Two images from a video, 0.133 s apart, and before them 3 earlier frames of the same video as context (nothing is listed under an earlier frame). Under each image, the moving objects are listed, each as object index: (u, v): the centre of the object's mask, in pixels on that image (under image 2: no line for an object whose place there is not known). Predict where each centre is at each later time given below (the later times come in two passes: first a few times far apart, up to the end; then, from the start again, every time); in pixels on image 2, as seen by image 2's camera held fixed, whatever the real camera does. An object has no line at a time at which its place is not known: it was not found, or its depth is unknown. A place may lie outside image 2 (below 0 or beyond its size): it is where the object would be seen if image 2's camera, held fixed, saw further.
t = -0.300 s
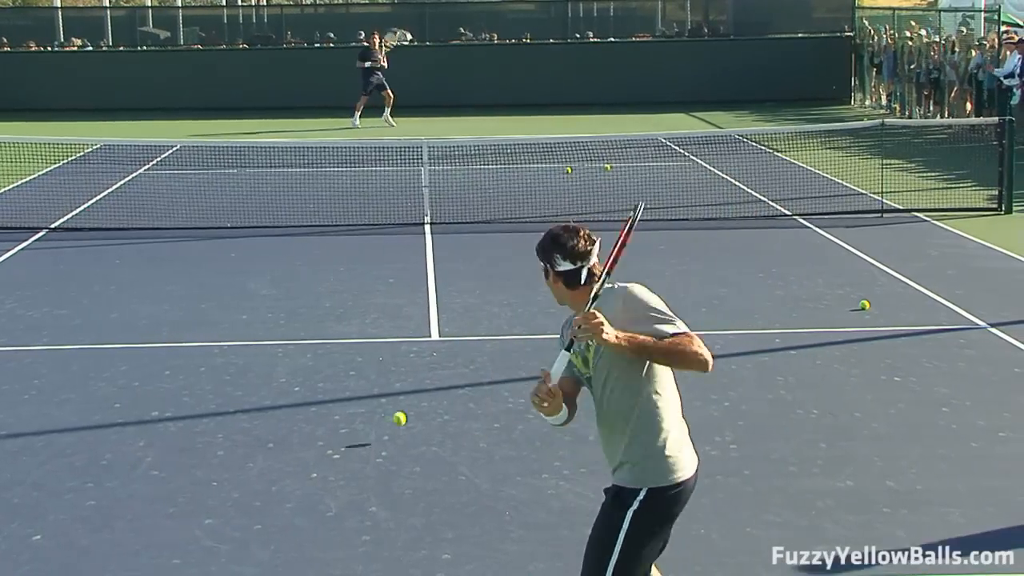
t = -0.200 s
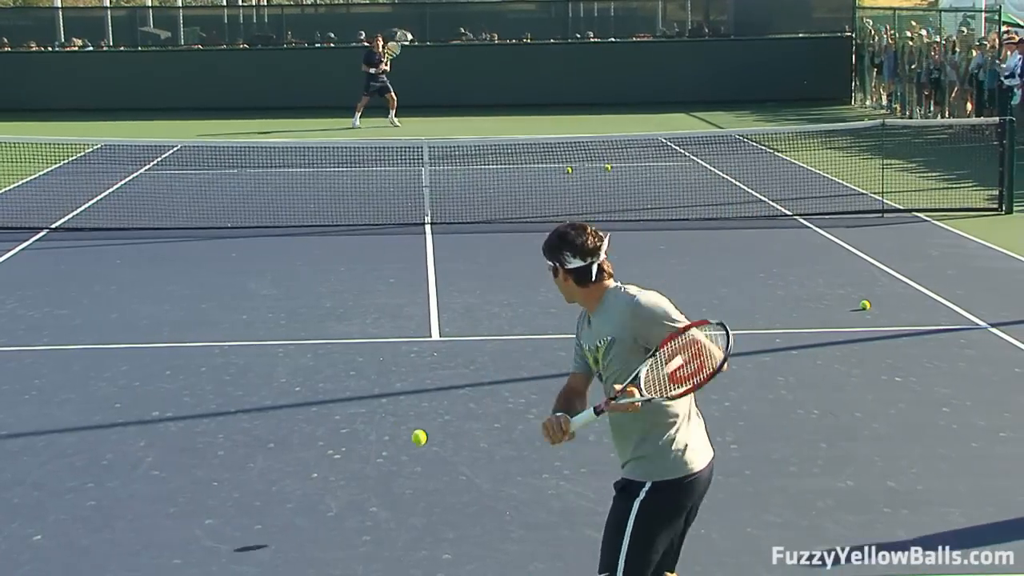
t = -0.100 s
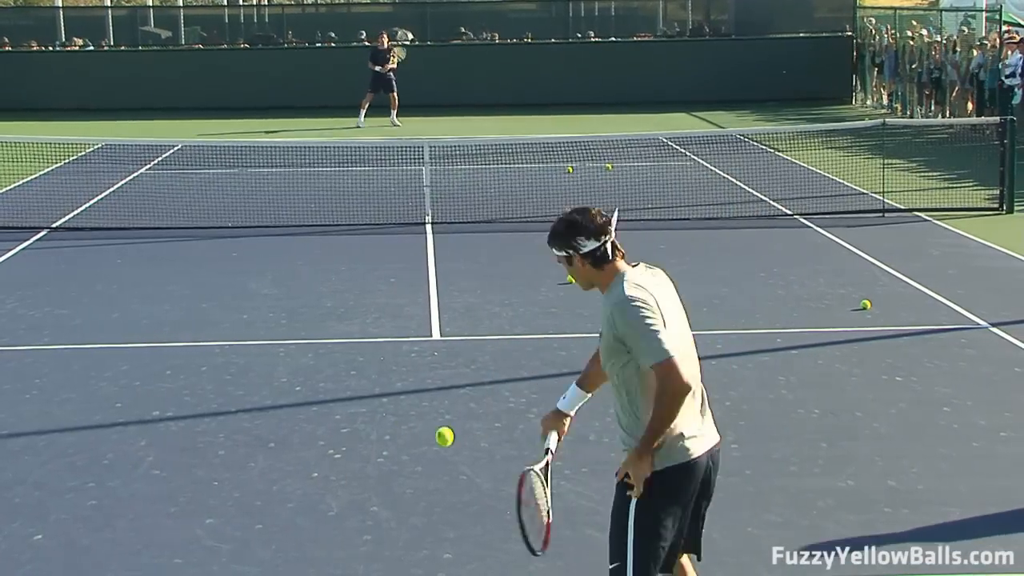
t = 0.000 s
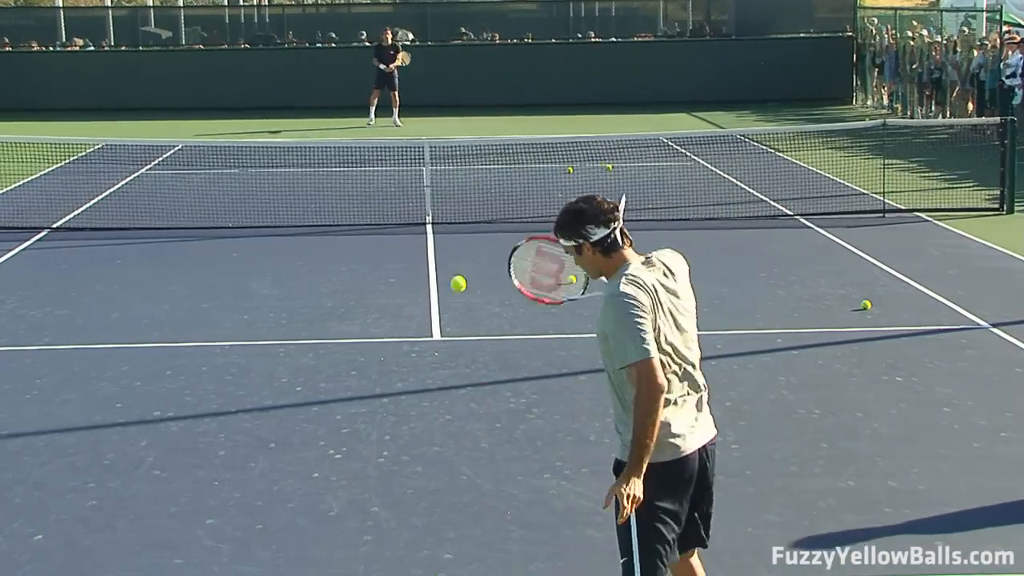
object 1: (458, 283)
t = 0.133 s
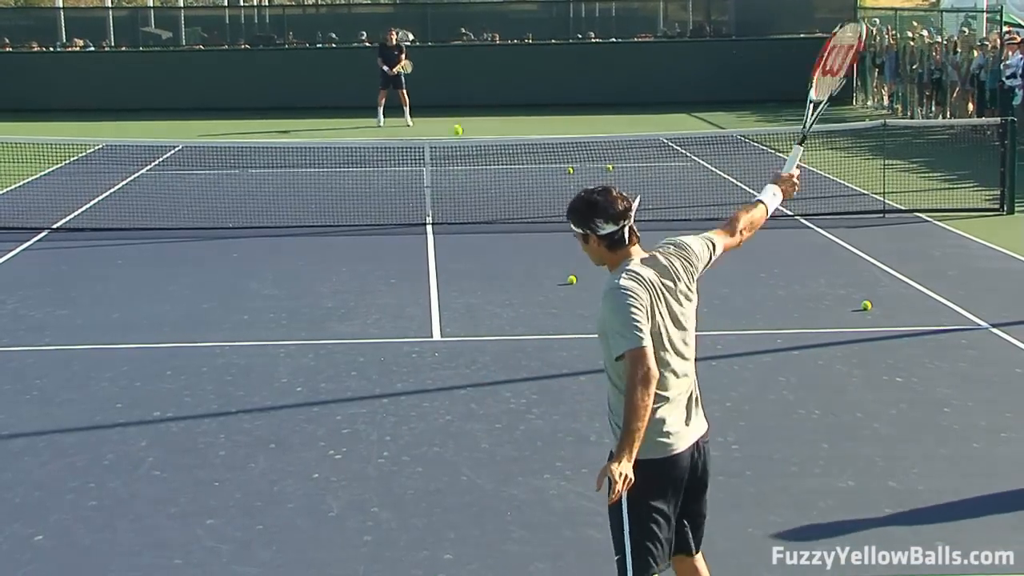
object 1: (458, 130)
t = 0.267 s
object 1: (453, 76)
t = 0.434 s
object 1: (448, 61)
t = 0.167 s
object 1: (456, 111)
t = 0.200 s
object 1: (455, 96)
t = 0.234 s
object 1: (454, 84)
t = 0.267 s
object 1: (453, 76)
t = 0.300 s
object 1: (452, 70)
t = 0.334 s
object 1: (451, 65)
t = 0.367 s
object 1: (450, 63)
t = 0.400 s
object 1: (449, 61)
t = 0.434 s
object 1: (448, 61)
